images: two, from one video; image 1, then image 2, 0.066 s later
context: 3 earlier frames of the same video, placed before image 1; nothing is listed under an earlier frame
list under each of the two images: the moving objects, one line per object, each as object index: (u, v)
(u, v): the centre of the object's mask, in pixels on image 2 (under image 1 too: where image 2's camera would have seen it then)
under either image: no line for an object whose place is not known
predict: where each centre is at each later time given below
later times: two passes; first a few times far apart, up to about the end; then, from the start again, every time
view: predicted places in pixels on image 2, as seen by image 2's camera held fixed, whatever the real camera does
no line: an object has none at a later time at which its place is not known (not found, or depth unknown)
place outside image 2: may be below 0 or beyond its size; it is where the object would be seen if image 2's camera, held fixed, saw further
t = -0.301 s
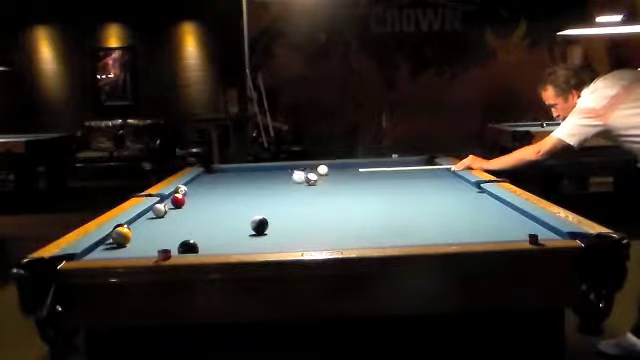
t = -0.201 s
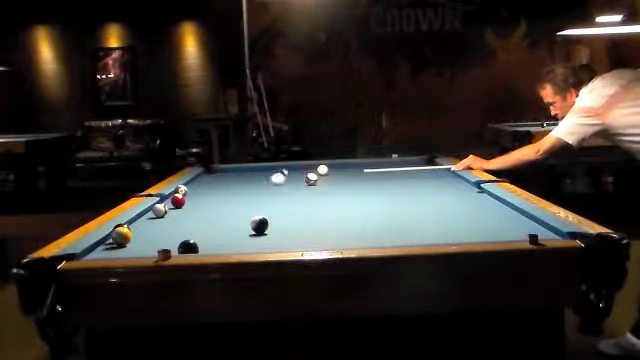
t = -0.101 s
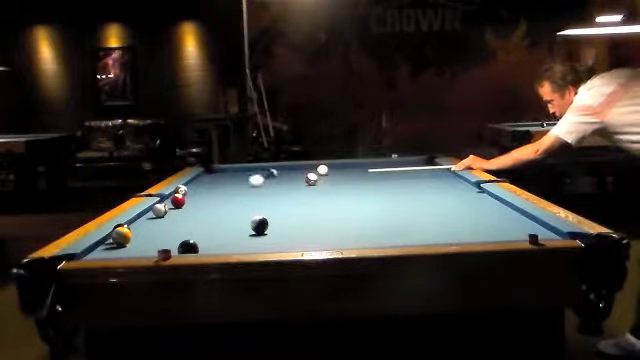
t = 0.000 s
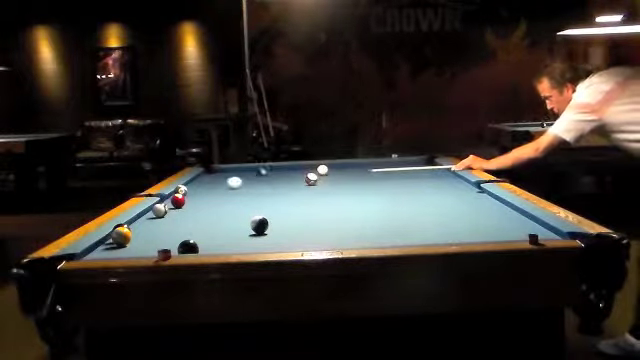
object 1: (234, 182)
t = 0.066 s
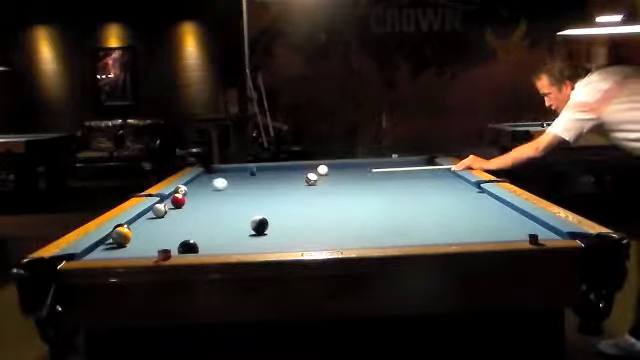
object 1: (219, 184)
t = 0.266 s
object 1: (190, 186)
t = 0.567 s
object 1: (222, 188)
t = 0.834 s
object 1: (252, 189)
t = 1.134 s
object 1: (287, 191)
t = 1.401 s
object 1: (316, 193)
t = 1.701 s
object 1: (355, 194)
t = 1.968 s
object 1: (390, 195)
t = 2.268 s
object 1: (427, 198)
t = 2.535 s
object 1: (462, 199)
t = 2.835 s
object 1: (493, 201)
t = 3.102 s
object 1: (482, 203)
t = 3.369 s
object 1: (470, 205)
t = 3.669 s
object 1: (458, 207)
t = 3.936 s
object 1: (447, 209)
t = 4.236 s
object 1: (437, 211)
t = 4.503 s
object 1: (429, 211)
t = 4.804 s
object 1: (420, 213)
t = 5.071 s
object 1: (414, 213)
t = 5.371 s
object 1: (409, 214)
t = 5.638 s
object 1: (405, 215)
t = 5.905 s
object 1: (403, 215)
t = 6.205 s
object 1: (402, 215)
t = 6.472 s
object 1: (402, 215)
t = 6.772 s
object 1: (402, 215)
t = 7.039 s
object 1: (402, 215)
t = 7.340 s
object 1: (402, 216)
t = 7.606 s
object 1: (402, 216)
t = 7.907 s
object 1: (402, 216)
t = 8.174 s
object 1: (402, 215)
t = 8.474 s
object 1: (402, 216)
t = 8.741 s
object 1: (402, 215)
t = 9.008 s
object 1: (402, 216)
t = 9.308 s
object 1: (402, 216)
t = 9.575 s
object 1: (402, 216)
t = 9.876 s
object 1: (402, 216)
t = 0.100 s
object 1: (212, 184)
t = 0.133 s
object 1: (205, 185)
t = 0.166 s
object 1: (198, 186)
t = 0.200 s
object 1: (190, 186)
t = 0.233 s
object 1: (187, 186)
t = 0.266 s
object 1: (190, 186)
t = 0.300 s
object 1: (193, 186)
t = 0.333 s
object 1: (197, 187)
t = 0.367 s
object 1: (200, 187)
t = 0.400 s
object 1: (204, 186)
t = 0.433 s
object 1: (208, 187)
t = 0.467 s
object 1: (212, 187)
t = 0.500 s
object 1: (215, 188)
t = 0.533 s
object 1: (219, 188)
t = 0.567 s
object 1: (222, 188)
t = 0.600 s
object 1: (226, 187)
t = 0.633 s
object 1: (230, 188)
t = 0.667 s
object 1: (234, 188)
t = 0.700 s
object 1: (238, 188)
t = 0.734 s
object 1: (241, 189)
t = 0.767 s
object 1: (245, 190)
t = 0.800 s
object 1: (248, 189)
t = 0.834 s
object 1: (252, 189)
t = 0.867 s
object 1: (254, 190)
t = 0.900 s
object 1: (260, 189)
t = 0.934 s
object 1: (264, 190)
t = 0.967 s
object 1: (268, 190)
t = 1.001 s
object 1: (272, 191)
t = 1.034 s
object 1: (275, 190)
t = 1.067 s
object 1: (279, 191)
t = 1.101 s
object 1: (283, 191)
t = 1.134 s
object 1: (287, 191)
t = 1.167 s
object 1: (289, 191)
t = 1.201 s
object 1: (297, 192)
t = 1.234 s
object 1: (299, 192)
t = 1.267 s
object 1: (304, 192)
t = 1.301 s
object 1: (307, 192)
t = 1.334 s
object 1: (311, 192)
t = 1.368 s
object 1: (314, 193)
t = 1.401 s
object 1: (316, 193)
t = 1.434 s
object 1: (325, 193)
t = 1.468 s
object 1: (327, 193)
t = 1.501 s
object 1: (332, 193)
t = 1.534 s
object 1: (336, 193)
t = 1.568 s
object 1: (341, 194)
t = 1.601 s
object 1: (344, 194)
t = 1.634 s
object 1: (348, 194)
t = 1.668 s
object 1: (352, 194)
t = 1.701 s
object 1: (355, 194)
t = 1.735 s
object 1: (361, 195)
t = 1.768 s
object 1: (365, 195)
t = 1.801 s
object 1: (368, 195)
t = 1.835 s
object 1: (372, 195)
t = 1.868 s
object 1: (376, 195)
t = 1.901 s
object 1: (380, 195)
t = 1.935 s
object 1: (385, 197)
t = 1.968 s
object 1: (390, 195)
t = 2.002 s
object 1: (394, 195)
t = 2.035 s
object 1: (398, 198)
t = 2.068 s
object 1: (403, 197)
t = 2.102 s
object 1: (407, 197)
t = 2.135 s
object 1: (411, 198)
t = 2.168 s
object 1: (415, 198)
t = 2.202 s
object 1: (419, 198)
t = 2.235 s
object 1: (423, 198)
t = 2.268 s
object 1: (427, 198)
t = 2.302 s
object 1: (432, 199)
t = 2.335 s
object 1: (436, 198)
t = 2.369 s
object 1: (440, 198)
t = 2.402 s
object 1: (444, 198)
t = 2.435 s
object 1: (448, 199)
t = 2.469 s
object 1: (453, 199)
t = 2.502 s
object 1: (457, 199)
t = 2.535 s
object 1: (462, 199)
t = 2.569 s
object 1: (466, 199)
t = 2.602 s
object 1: (470, 199)
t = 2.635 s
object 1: (474, 199)
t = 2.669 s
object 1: (479, 199)
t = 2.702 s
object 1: (483, 200)
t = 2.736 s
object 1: (488, 200)
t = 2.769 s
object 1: (492, 200)
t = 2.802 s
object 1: (494, 201)
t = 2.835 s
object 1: (493, 201)
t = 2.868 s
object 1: (492, 201)
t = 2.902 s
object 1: (491, 201)
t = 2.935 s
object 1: (489, 201)
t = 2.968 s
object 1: (488, 201)
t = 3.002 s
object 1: (486, 202)
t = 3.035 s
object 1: (484, 202)
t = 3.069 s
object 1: (483, 202)
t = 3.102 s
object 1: (482, 203)
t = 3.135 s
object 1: (480, 203)
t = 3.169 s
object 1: (479, 203)
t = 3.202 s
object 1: (478, 203)
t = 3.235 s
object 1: (476, 204)
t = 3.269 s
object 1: (474, 204)
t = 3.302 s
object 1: (473, 204)
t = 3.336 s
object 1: (471, 204)
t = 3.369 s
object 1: (470, 205)
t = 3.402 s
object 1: (468, 205)
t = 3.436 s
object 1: (467, 205)
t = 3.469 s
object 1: (466, 205)
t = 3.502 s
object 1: (465, 206)
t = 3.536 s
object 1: (463, 206)
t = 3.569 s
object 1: (462, 206)
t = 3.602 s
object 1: (461, 206)
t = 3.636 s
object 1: (459, 207)
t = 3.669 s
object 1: (458, 207)
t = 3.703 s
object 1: (457, 207)
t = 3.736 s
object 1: (455, 207)
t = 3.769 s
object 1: (454, 208)
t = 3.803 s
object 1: (453, 208)
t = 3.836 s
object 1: (451, 208)
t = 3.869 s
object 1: (450, 208)
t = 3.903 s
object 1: (449, 208)
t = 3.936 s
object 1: (447, 209)
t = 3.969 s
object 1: (446, 209)
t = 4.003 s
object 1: (445, 209)
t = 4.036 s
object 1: (444, 210)
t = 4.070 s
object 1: (443, 210)
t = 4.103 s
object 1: (442, 210)
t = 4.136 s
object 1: (440, 210)
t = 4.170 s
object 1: (439, 210)
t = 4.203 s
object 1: (438, 210)
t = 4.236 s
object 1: (437, 211)
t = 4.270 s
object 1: (436, 211)
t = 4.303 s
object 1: (435, 211)
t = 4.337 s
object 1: (433, 211)
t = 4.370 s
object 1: (432, 211)
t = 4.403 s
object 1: (432, 211)
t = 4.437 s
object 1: (431, 211)
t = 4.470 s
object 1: (430, 212)
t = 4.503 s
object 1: (429, 211)
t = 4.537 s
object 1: (428, 211)
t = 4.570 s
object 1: (427, 212)
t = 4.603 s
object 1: (426, 212)
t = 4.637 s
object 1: (425, 212)
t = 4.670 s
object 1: (424, 212)
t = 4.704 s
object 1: (423, 212)
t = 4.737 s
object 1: (422, 212)
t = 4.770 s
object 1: (422, 212)
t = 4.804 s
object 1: (420, 213)
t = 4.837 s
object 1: (420, 213)
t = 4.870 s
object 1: (419, 213)
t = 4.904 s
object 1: (418, 213)
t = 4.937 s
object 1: (417, 213)
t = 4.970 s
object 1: (417, 213)
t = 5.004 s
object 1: (416, 213)
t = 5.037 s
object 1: (415, 213)
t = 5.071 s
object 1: (414, 213)
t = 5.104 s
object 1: (414, 214)
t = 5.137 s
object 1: (413, 214)
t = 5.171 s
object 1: (412, 214)
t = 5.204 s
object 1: (412, 214)
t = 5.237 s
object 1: (411, 214)
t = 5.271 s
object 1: (411, 214)
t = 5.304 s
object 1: (410, 214)
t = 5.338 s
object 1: (409, 214)
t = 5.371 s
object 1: (409, 214)
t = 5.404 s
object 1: (408, 214)
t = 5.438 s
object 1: (408, 214)
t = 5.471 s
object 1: (407, 214)
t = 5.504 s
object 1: (407, 214)
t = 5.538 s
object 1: (406, 215)
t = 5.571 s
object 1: (406, 215)
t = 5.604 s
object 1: (406, 215)
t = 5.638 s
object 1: (405, 215)
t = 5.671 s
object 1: (405, 215)
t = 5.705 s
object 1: (405, 215)
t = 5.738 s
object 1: (404, 215)
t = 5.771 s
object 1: (404, 215)
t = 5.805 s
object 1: (404, 215)
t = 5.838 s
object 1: (404, 215)
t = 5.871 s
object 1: (403, 215)
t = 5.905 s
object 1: (403, 215)
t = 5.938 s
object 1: (403, 215)
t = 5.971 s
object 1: (403, 215)
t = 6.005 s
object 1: (403, 215)
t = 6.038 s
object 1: (402, 215)
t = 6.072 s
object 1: (402, 215)
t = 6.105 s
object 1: (402, 215)
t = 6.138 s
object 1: (402, 215)
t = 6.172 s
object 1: (402, 215)
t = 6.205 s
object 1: (402, 215)
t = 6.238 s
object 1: (402, 215)
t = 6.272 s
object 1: (402, 215)
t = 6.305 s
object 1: (402, 215)
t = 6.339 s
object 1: (402, 215)
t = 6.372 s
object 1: (402, 215)
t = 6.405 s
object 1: (402, 215)
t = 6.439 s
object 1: (402, 216)
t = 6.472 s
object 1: (402, 215)
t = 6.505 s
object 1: (402, 215)
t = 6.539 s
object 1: (402, 215)
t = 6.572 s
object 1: (402, 215)
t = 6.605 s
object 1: (402, 215)
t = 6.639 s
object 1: (402, 215)
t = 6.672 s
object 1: (402, 215)
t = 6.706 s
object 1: (402, 215)
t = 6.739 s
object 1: (402, 215)
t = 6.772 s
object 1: (402, 215)
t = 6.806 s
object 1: (402, 215)
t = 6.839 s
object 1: (402, 215)
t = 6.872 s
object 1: (402, 215)
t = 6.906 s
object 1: (402, 215)
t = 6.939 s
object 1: (402, 215)
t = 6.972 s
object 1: (402, 215)
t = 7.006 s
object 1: (402, 215)
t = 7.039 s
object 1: (402, 215)
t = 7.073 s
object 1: (402, 215)
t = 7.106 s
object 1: (402, 215)
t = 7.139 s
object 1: (402, 216)
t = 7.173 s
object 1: (402, 216)
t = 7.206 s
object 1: (402, 216)
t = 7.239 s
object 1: (402, 216)
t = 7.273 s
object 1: (402, 216)
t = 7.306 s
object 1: (402, 216)
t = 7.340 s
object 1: (402, 216)
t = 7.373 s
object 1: (402, 216)
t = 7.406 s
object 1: (402, 216)
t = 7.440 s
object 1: (402, 216)
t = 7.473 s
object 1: (402, 216)
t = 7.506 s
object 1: (402, 216)
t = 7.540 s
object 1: (402, 216)
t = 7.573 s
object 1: (402, 216)
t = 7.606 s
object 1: (402, 216)
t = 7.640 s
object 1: (402, 216)
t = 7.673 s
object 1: (402, 215)
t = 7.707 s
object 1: (402, 215)
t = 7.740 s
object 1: (402, 216)
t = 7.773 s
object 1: (402, 216)
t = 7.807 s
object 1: (402, 216)
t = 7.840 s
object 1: (402, 216)
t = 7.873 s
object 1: (402, 216)
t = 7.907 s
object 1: (402, 216)
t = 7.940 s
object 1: (402, 216)
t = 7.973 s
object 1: (402, 216)
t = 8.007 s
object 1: (402, 215)
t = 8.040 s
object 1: (402, 216)
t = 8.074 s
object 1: (402, 216)
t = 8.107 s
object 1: (402, 216)
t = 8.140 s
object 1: (402, 216)
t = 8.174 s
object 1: (402, 215)
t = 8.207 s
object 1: (402, 216)
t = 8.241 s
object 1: (402, 216)
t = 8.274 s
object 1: (402, 216)
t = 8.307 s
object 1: (402, 216)
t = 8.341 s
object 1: (402, 216)
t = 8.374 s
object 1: (402, 216)
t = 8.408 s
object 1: (402, 216)
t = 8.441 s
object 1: (402, 216)
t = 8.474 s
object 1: (402, 216)
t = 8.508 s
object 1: (402, 216)
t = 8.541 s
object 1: (402, 216)
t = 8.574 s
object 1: (402, 216)
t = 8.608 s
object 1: (402, 216)
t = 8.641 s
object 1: (402, 216)
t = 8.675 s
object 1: (402, 216)
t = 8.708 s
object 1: (402, 215)
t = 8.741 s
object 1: (402, 215)
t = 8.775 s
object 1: (402, 215)
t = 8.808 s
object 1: (402, 215)
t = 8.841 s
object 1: (402, 215)
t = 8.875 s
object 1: (402, 215)
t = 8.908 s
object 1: (402, 215)
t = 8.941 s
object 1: (402, 216)
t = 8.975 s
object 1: (402, 216)
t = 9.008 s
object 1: (402, 216)
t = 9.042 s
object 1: (402, 216)
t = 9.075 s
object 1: (402, 216)
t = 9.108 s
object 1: (402, 216)
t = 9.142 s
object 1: (402, 216)
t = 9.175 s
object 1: (402, 216)
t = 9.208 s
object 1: (402, 216)
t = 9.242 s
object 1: (402, 216)
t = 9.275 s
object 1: (402, 216)
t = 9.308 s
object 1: (402, 216)
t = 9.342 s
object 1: (402, 216)
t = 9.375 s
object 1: (402, 216)
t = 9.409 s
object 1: (402, 216)
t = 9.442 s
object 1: (402, 216)
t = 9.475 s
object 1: (402, 216)
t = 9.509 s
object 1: (402, 216)
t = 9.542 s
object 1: (402, 216)
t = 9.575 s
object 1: (402, 216)
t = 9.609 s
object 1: (402, 216)
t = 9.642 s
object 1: (402, 216)
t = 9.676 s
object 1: (402, 216)
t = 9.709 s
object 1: (402, 215)
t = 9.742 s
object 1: (402, 216)
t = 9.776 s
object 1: (402, 215)
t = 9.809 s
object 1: (402, 216)
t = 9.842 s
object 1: (402, 216)
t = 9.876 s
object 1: (402, 216)
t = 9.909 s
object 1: (402, 216)
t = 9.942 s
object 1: (402, 216)
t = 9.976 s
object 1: (402, 216)
